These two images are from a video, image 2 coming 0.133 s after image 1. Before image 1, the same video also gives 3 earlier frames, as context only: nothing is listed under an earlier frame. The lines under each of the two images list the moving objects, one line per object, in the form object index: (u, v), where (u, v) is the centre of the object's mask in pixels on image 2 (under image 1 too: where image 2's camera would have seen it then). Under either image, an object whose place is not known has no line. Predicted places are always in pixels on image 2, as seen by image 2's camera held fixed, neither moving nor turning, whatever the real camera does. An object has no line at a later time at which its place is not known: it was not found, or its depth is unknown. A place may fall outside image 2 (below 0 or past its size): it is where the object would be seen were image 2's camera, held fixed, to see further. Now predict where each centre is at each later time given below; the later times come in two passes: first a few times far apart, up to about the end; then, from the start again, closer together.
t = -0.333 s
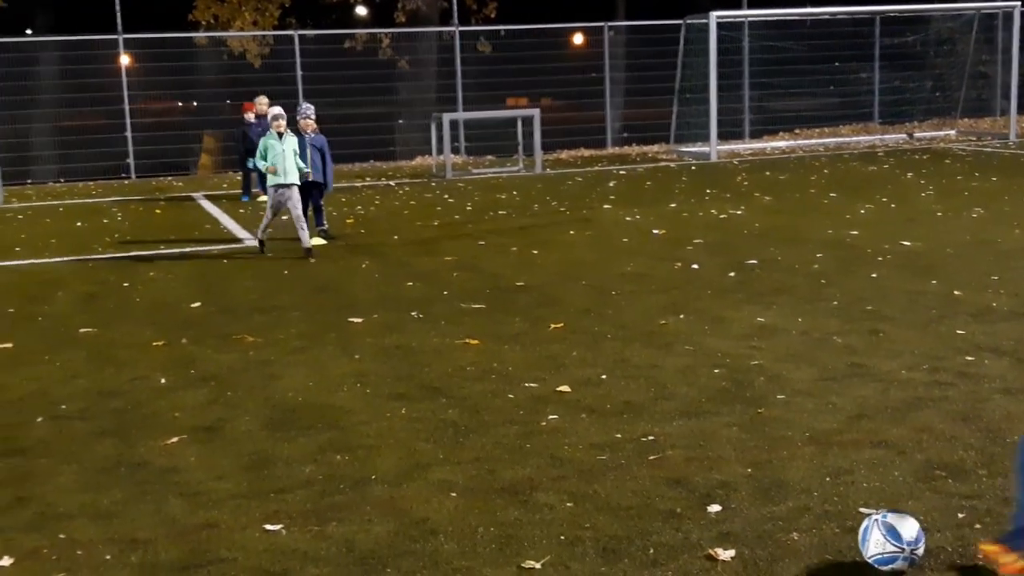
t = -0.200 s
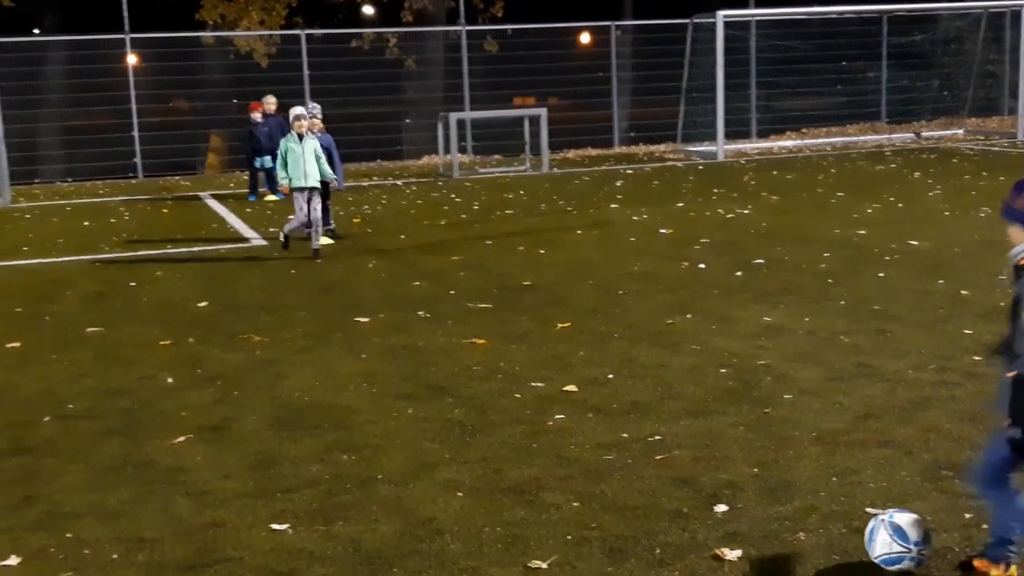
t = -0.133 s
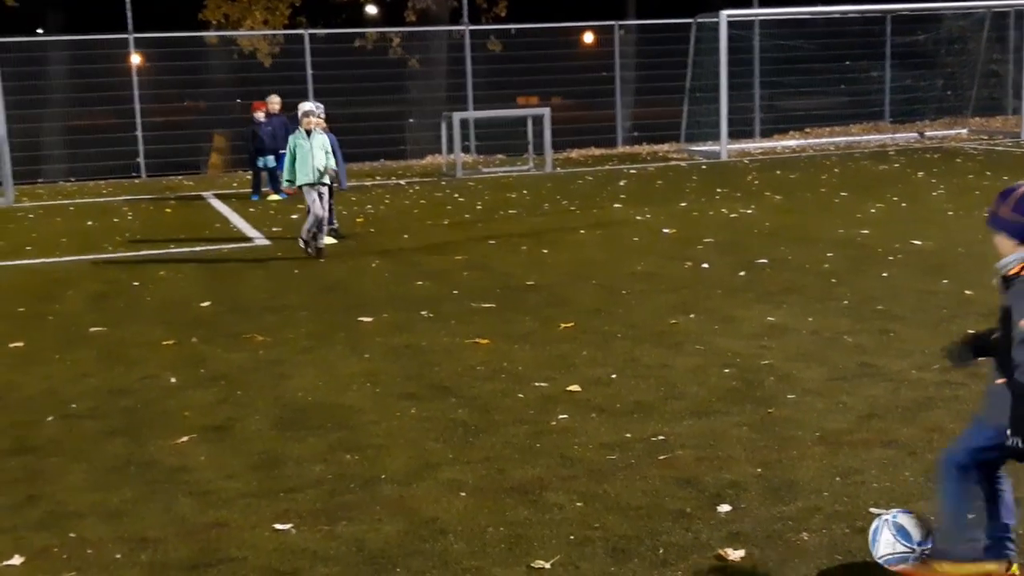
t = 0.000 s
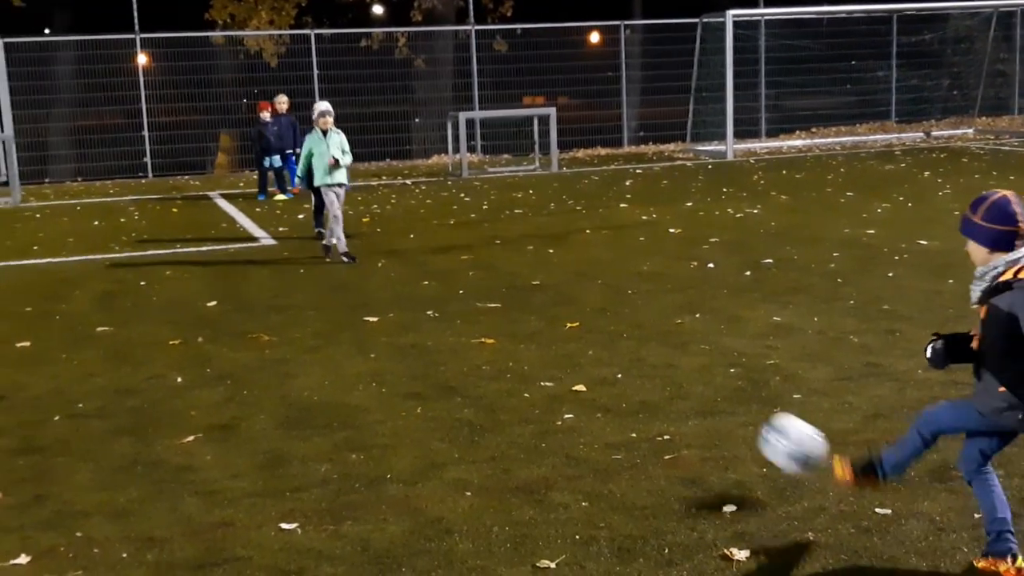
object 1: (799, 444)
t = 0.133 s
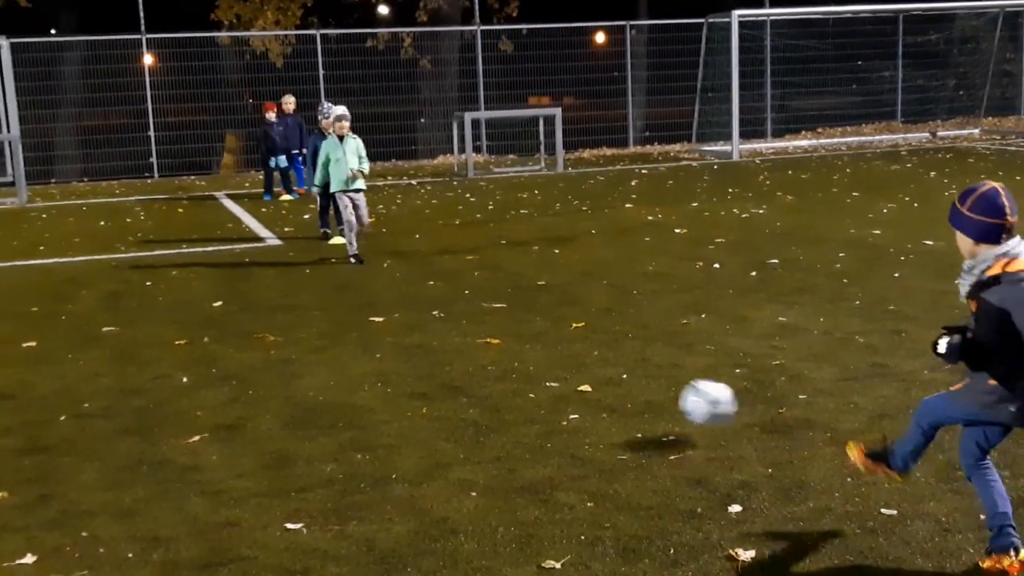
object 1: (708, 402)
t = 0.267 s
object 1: (650, 369)
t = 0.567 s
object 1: (585, 327)
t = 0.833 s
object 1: (556, 302)
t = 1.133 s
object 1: (533, 280)
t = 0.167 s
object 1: (690, 399)
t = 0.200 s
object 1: (674, 395)
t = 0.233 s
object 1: (661, 382)
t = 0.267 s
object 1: (650, 369)
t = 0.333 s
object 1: (630, 352)
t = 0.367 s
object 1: (622, 348)
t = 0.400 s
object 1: (614, 347)
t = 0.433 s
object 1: (605, 347)
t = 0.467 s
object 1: (599, 340)
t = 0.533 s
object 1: (590, 329)
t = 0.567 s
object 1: (585, 327)
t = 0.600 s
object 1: (581, 326)
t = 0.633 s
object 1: (577, 322)
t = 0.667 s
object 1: (573, 316)
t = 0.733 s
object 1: (566, 312)
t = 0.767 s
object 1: (563, 309)
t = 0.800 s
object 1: (559, 305)
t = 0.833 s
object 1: (556, 302)
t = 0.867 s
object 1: (553, 300)
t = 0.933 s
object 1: (548, 294)
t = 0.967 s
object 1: (545, 291)
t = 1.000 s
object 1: (543, 288)
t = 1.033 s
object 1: (540, 286)
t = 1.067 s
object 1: (537, 284)
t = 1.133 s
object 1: (533, 280)
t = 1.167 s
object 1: (531, 278)
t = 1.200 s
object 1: (529, 275)
